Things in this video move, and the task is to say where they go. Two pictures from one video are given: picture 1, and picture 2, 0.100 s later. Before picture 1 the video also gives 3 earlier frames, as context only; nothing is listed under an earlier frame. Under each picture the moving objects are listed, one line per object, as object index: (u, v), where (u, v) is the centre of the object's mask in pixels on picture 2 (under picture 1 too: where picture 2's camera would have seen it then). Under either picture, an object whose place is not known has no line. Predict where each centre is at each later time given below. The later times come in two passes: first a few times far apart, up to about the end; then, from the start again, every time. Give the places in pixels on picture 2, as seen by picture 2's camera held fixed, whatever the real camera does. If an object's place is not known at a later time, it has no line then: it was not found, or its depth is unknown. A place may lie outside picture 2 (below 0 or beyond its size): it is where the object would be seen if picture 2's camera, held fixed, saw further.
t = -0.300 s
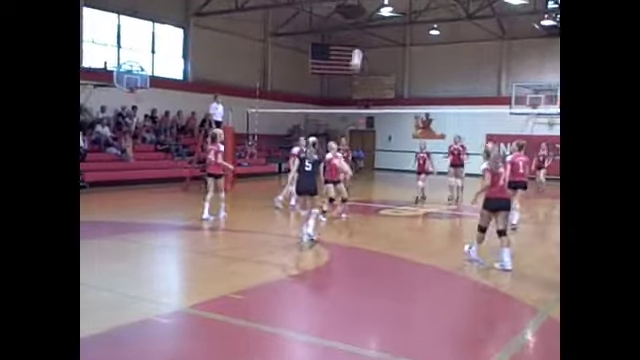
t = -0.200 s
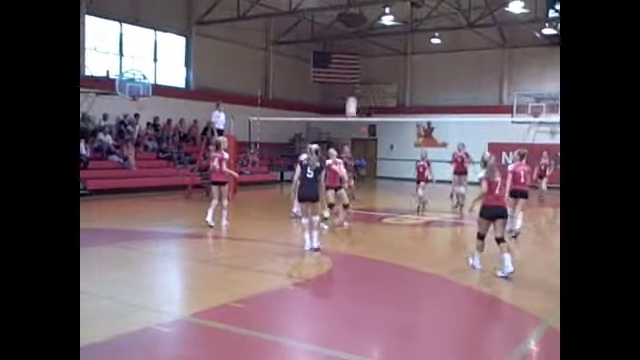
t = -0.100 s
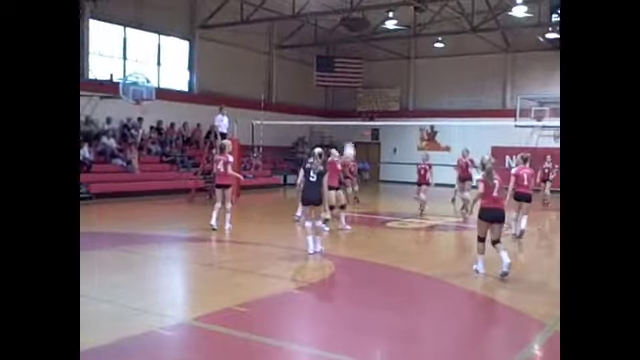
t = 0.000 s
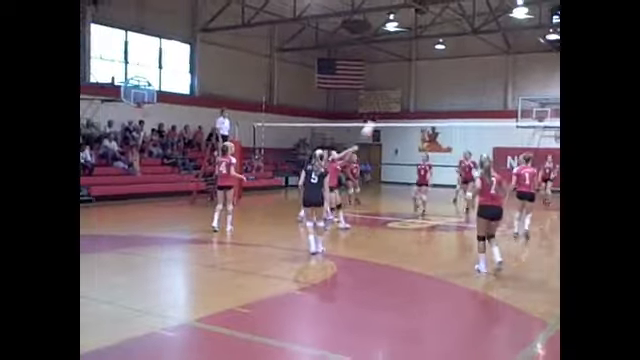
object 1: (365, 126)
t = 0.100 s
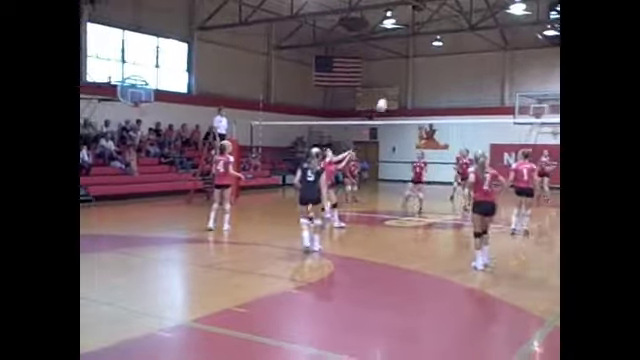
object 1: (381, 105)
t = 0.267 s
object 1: (406, 83)
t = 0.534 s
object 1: (438, 76)
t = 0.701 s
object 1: (455, 87)
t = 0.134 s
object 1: (387, 99)
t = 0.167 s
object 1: (392, 93)
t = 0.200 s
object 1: (396, 89)
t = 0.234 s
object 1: (401, 86)
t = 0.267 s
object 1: (406, 83)
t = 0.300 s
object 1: (410, 80)
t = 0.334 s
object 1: (415, 78)
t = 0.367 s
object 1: (419, 77)
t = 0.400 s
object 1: (423, 76)
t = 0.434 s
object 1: (427, 75)
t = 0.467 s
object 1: (431, 75)
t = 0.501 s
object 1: (435, 75)
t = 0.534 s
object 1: (438, 76)
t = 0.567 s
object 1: (442, 78)
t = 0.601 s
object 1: (445, 80)
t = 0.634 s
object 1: (448, 81)
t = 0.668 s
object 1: (452, 84)
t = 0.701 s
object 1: (455, 87)
